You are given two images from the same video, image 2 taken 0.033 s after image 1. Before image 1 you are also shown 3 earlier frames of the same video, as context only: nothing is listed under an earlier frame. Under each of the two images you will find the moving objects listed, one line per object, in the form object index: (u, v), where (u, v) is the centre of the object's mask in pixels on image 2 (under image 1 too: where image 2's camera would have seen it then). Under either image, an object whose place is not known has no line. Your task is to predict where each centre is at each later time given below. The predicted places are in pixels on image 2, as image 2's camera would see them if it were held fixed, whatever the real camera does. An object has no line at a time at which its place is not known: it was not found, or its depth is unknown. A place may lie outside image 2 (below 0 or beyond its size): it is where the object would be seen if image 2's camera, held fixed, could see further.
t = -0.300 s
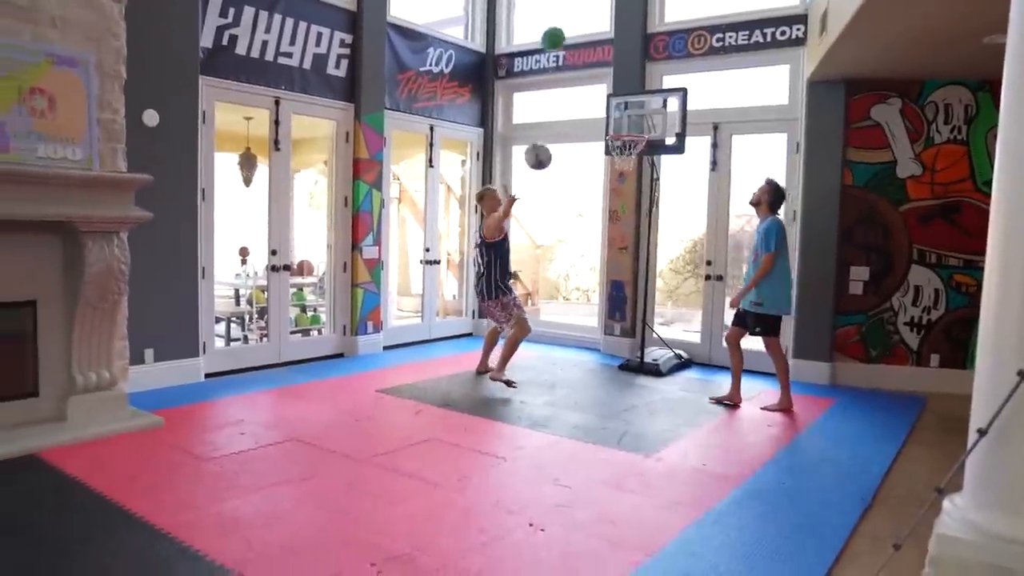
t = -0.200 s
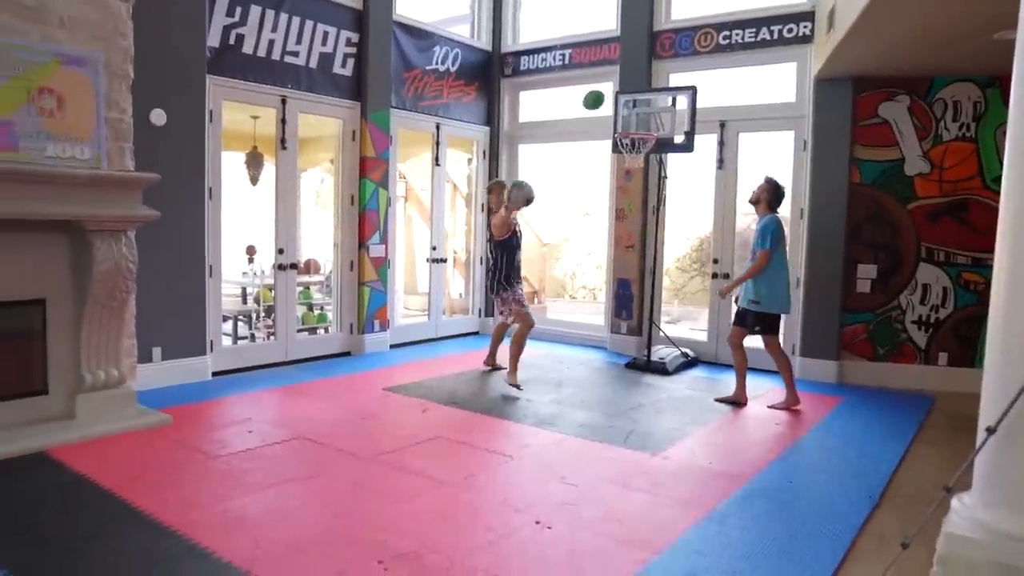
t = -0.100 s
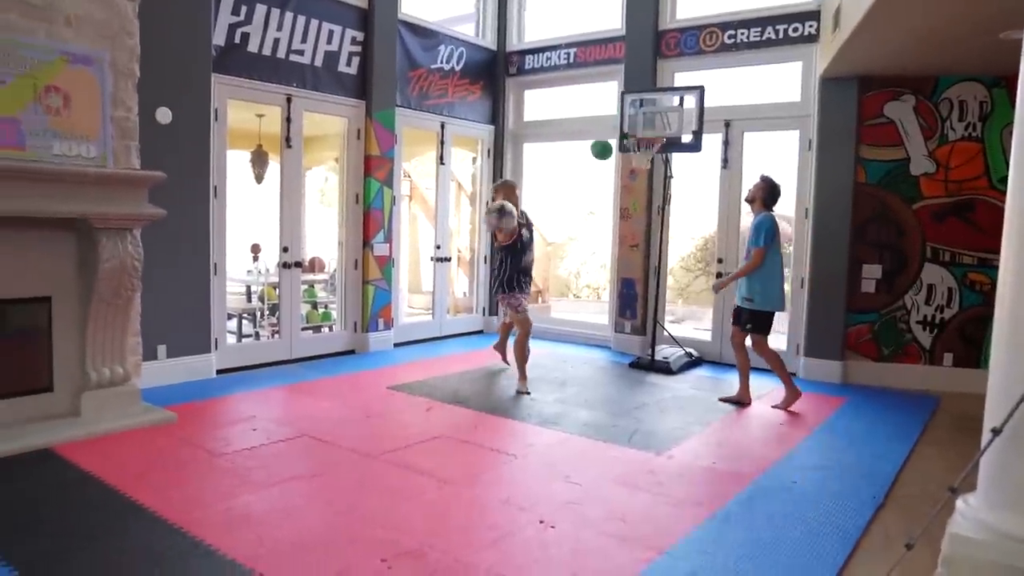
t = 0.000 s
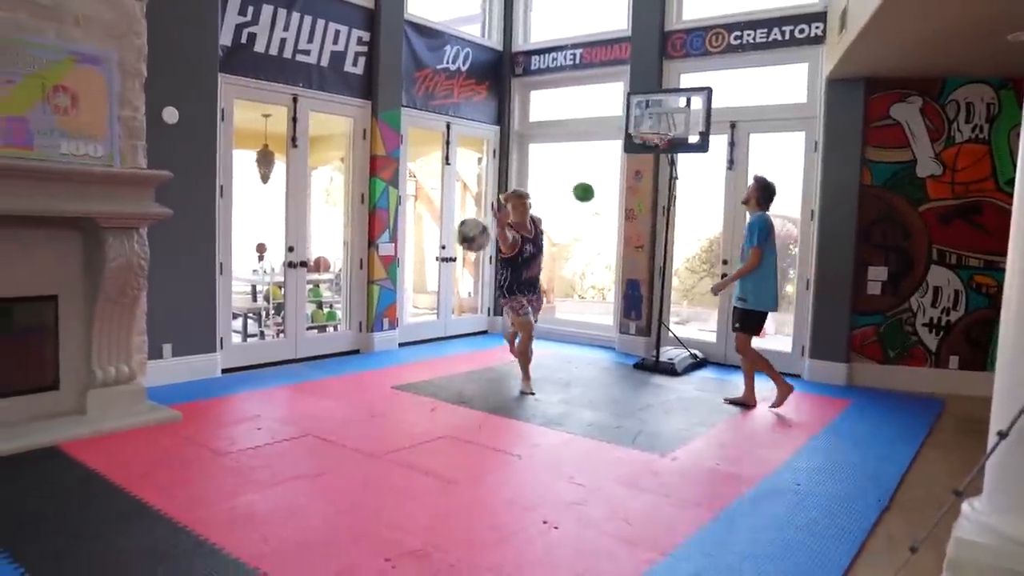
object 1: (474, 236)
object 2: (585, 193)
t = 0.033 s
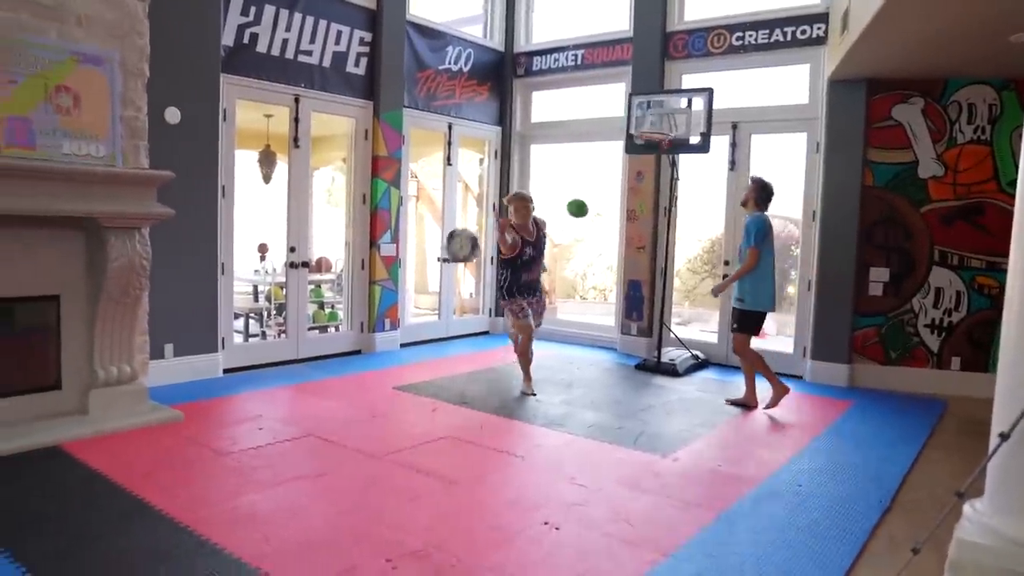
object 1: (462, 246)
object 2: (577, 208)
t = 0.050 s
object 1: (456, 252)
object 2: (574, 216)
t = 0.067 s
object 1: (450, 258)
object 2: (570, 225)
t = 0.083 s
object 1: (442, 266)
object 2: (566, 234)
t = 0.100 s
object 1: (436, 274)
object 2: (563, 242)
